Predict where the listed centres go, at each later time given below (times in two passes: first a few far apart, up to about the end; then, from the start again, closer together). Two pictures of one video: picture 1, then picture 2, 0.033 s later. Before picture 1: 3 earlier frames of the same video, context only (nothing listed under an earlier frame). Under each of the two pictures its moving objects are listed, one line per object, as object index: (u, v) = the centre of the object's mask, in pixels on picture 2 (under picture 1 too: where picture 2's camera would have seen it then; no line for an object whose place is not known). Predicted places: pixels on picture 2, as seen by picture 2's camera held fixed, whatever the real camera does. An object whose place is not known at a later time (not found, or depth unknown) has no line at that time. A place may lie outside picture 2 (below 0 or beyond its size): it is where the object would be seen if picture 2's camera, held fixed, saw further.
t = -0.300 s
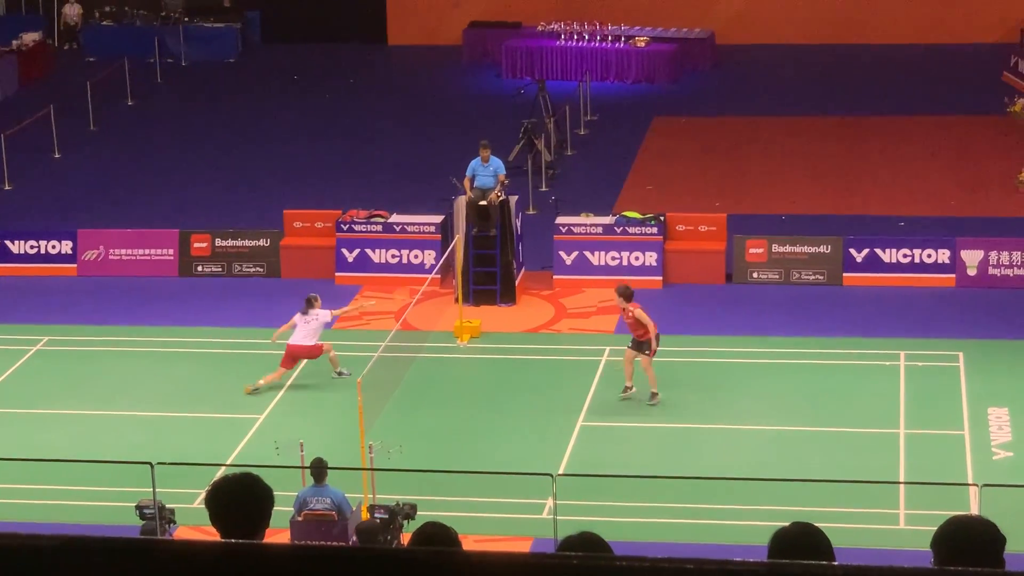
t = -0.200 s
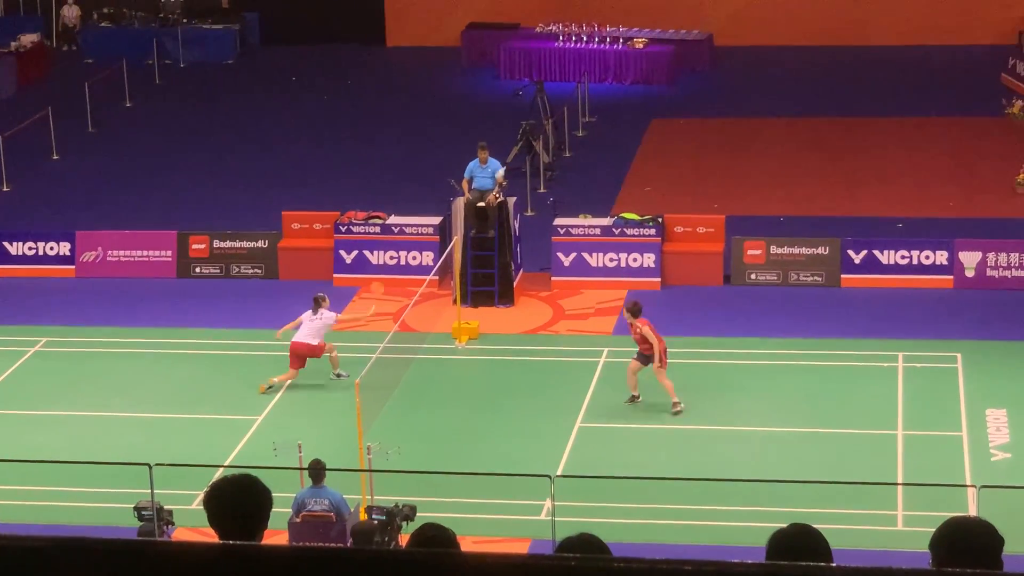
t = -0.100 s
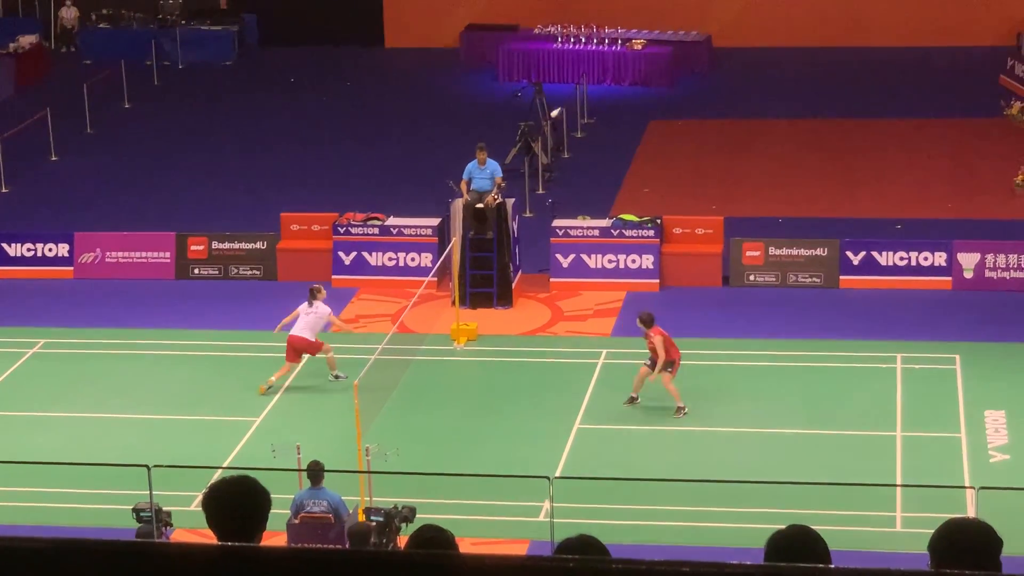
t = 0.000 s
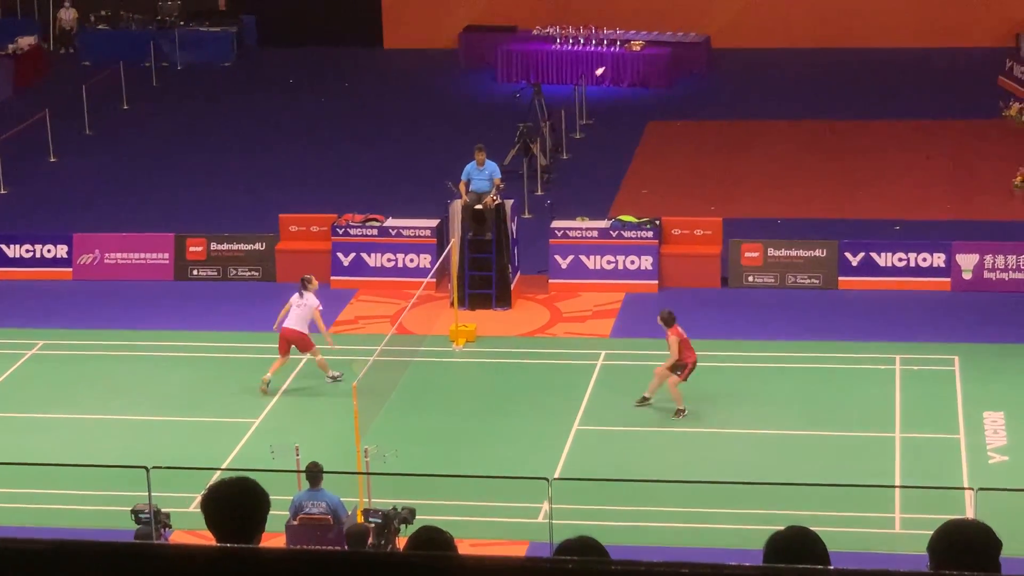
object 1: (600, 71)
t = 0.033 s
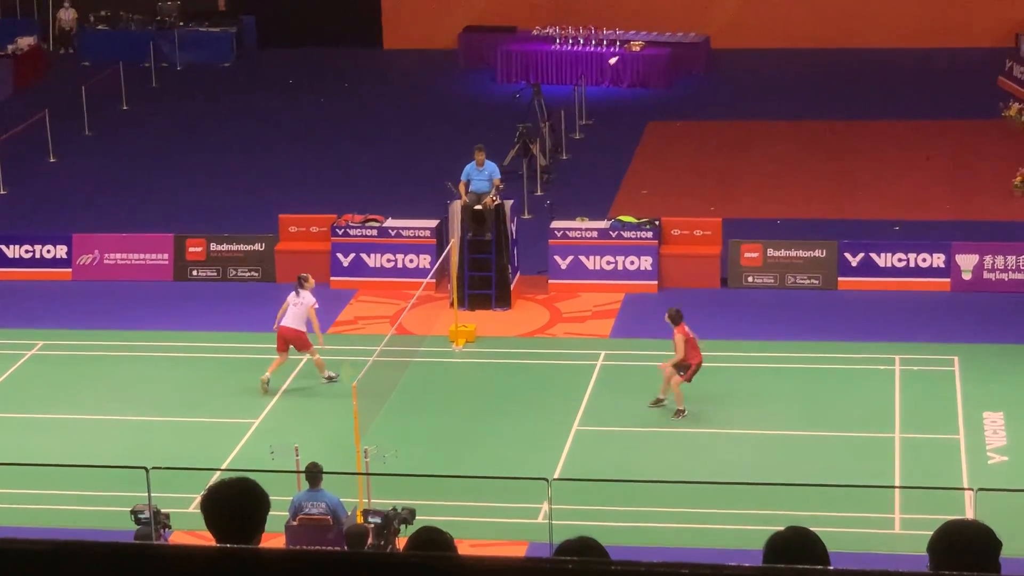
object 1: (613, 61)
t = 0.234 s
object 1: (684, 20)
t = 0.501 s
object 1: (760, 21)
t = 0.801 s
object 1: (827, 82)
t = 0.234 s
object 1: (684, 20)
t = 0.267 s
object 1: (695, 17)
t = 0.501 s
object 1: (760, 21)
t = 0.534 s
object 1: (768, 25)
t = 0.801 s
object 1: (827, 82)
